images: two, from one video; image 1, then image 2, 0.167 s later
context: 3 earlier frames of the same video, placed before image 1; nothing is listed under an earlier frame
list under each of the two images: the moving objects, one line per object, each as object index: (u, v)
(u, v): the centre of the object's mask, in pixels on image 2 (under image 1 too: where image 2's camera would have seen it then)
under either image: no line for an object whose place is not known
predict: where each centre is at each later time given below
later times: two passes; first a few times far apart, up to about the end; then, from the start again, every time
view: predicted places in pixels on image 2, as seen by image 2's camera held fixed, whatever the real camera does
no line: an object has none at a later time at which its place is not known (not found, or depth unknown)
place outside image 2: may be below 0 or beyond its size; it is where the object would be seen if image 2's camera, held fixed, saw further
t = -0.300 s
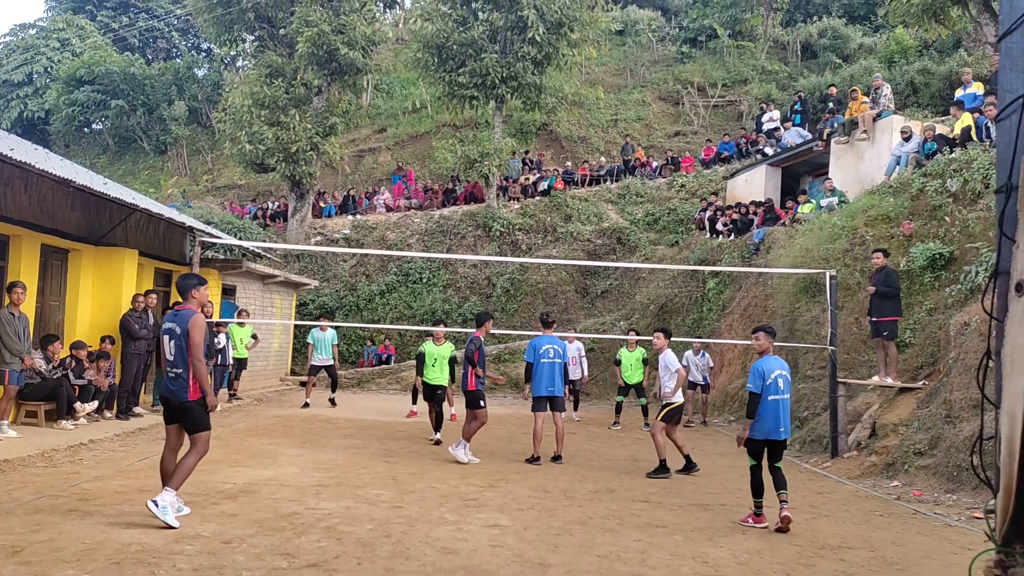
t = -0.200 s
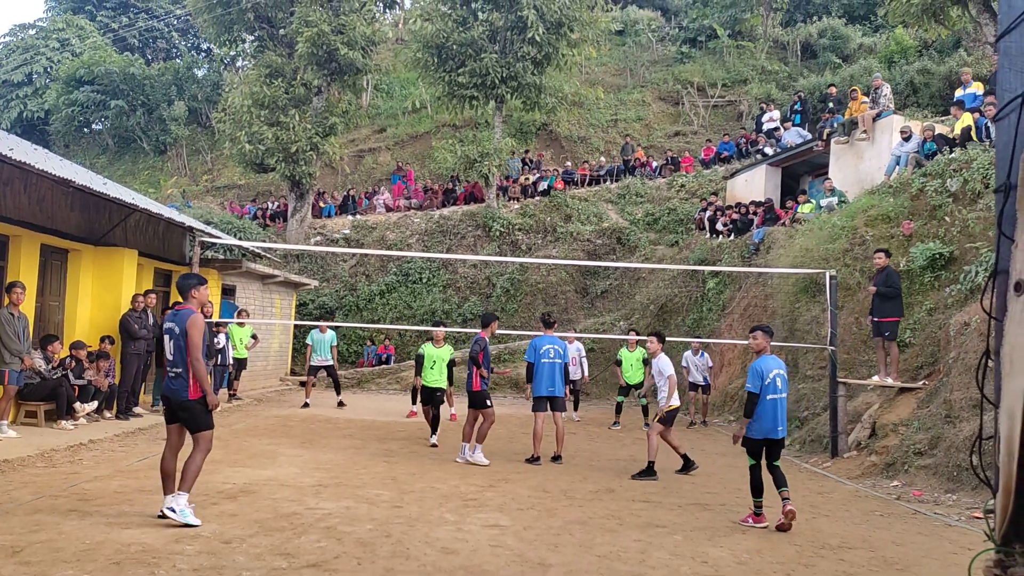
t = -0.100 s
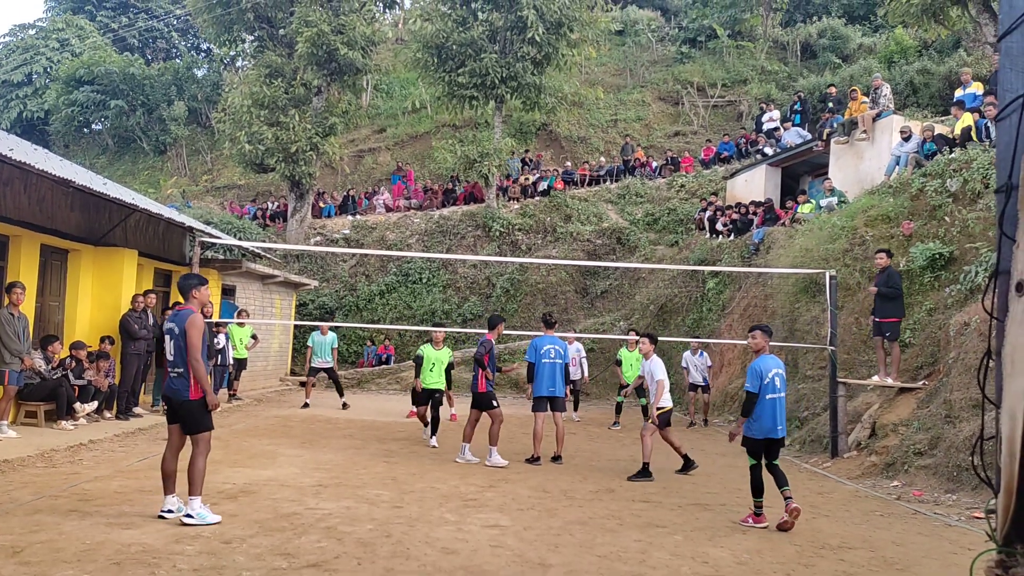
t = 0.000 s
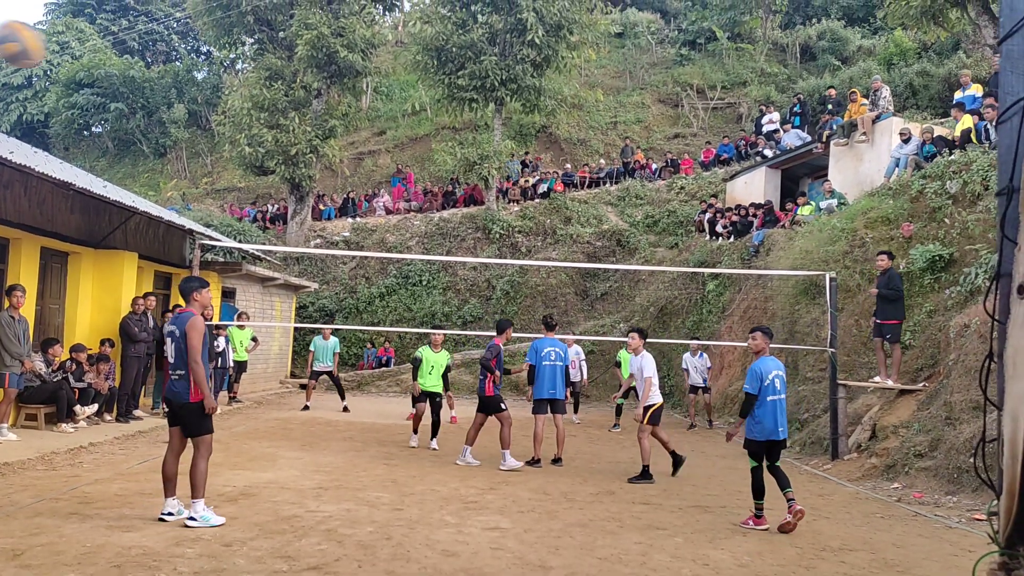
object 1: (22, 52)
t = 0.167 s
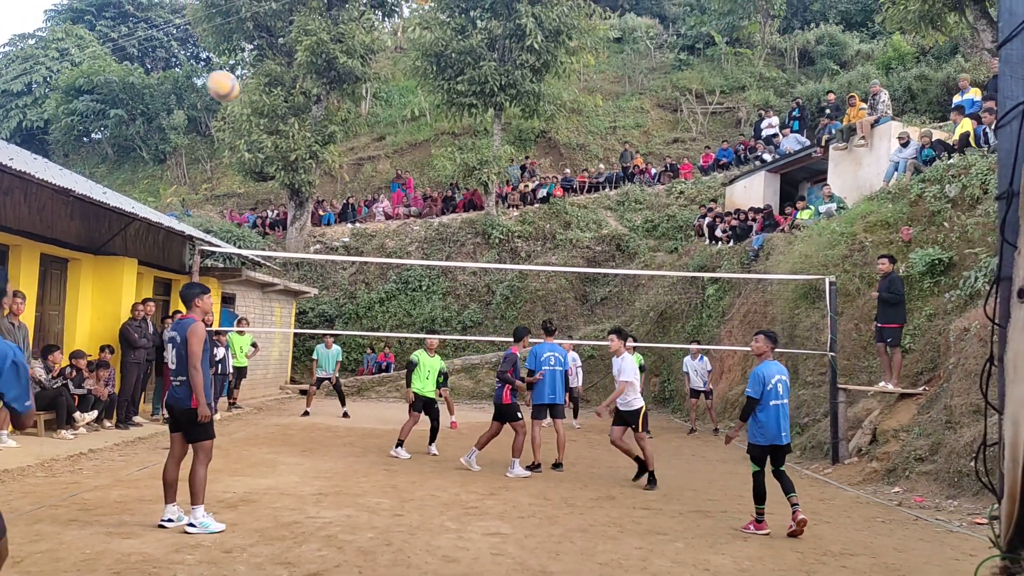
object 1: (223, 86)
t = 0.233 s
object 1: (265, 102)
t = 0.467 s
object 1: (351, 162)
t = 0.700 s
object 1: (390, 228)
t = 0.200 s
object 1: (245, 94)
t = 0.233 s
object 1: (265, 102)
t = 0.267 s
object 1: (282, 111)
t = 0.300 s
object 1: (297, 119)
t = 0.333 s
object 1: (311, 128)
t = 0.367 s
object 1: (323, 137)
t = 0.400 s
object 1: (333, 145)
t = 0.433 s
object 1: (342, 153)
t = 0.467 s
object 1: (351, 162)
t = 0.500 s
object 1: (358, 172)
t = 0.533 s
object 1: (365, 181)
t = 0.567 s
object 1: (371, 191)
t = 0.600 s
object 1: (377, 201)
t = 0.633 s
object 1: (382, 211)
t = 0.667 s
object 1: (386, 219)
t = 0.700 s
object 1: (390, 228)
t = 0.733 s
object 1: (394, 238)
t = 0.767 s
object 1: (398, 249)
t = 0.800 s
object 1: (401, 255)
